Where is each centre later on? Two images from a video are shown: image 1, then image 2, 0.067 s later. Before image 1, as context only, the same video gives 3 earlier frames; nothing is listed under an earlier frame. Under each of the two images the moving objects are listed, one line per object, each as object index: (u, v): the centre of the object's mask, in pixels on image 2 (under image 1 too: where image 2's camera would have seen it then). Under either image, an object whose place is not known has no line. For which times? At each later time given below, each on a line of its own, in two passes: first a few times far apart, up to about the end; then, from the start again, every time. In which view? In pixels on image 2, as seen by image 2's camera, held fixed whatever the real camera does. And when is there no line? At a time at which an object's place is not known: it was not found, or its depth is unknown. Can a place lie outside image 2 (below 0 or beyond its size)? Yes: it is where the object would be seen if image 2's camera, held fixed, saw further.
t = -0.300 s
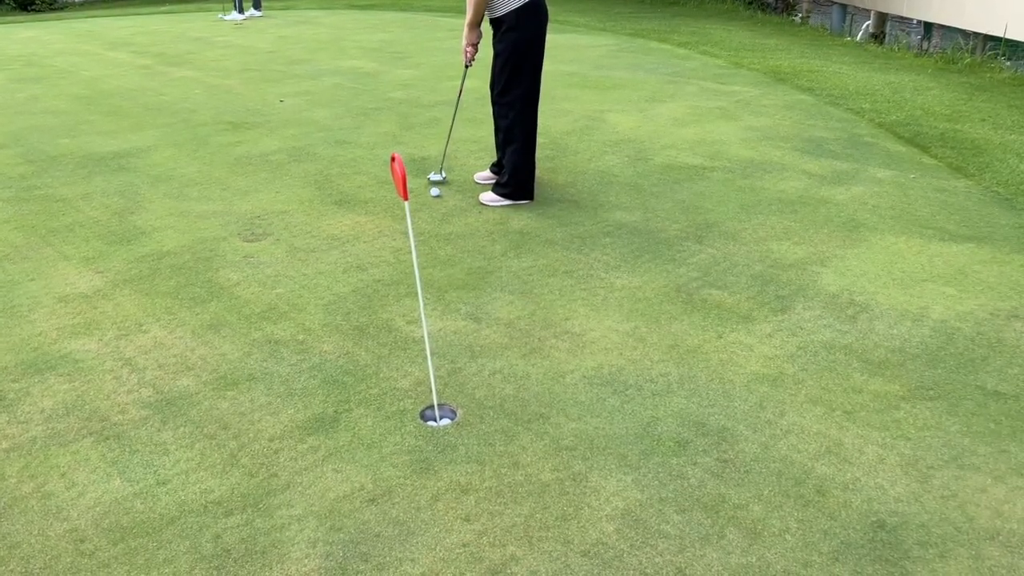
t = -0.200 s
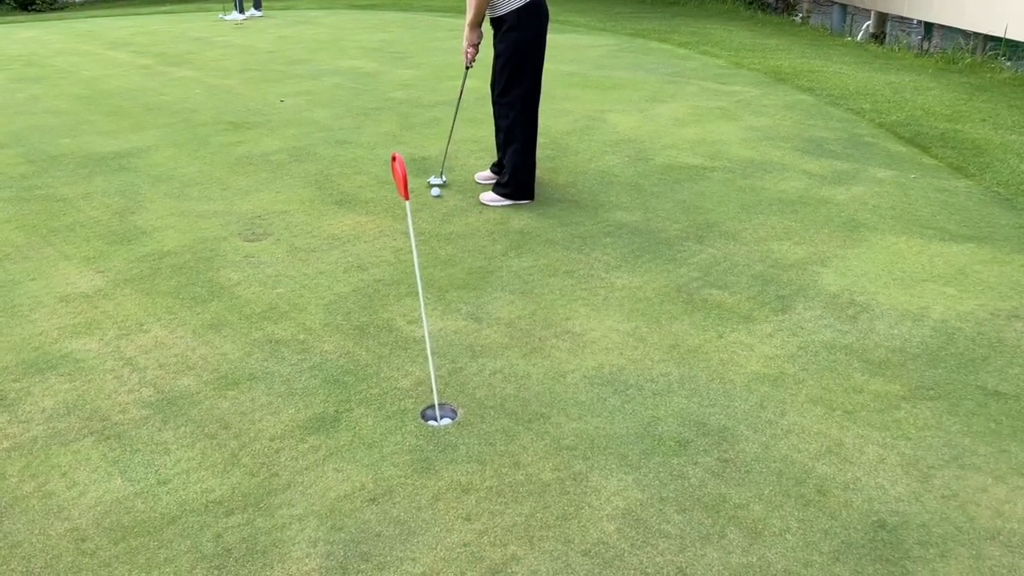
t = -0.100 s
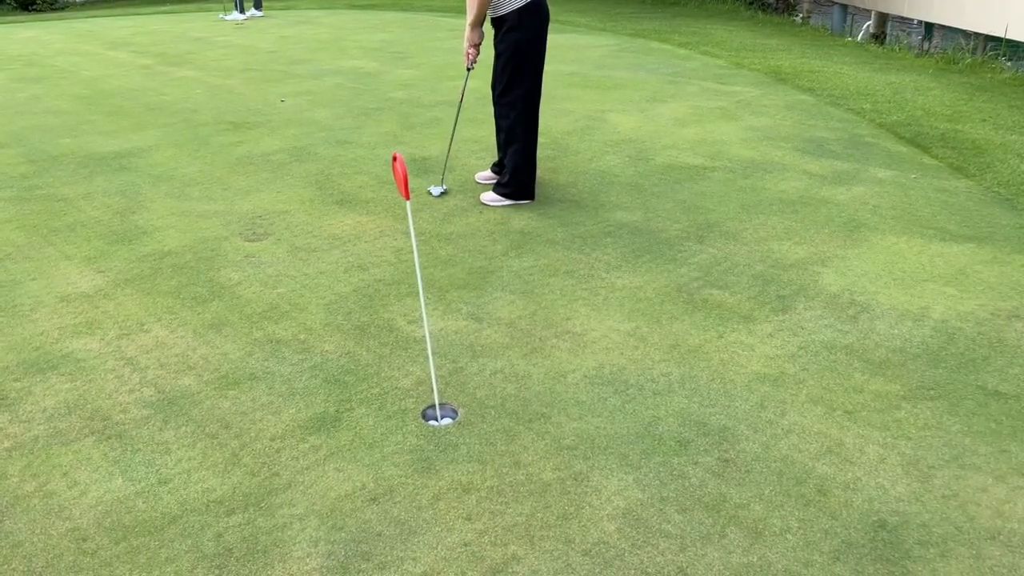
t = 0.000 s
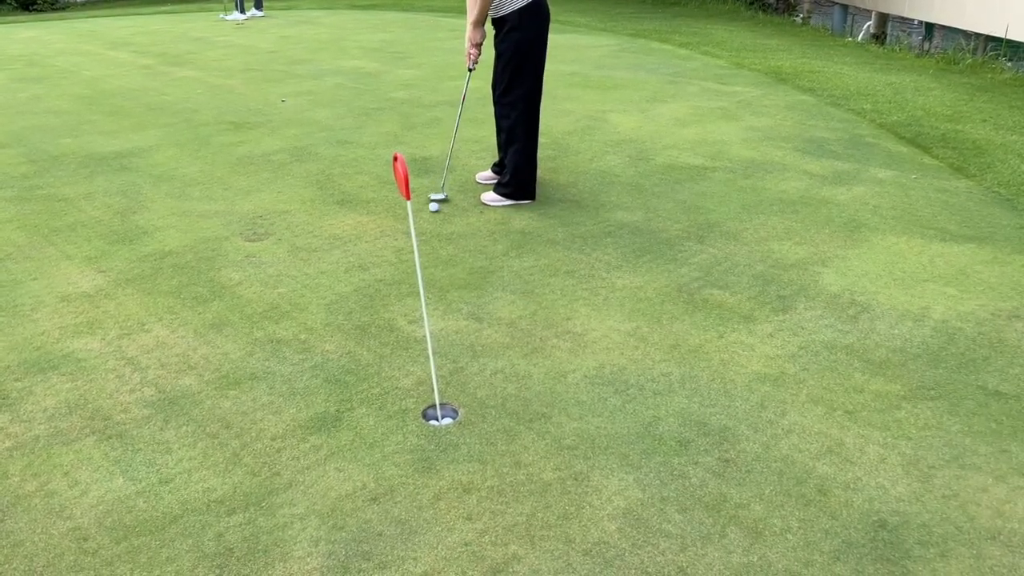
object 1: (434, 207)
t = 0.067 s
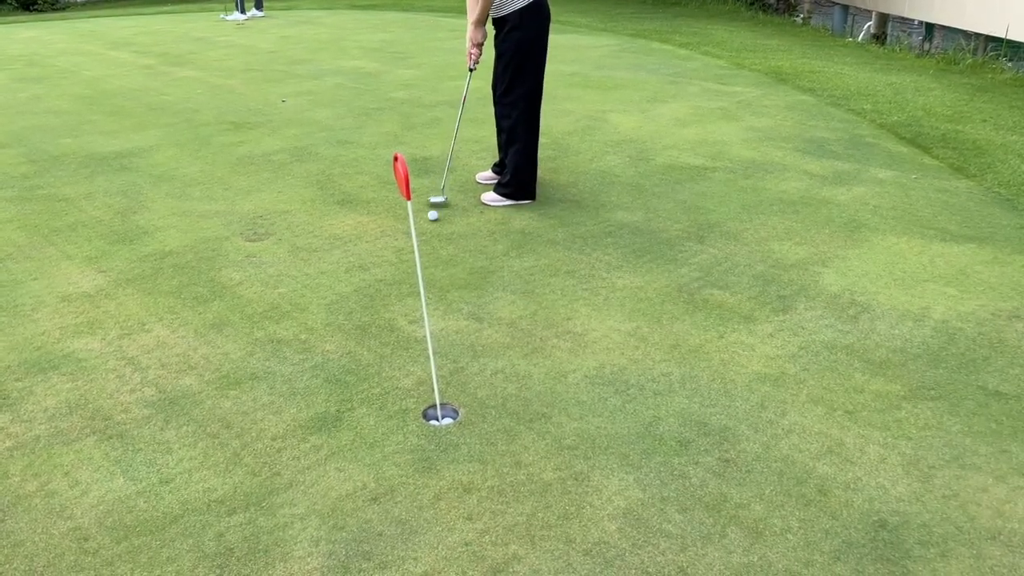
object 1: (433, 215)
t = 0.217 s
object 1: (431, 235)
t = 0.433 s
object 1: (428, 266)
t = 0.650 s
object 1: (428, 299)
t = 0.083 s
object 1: (432, 217)
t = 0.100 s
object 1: (432, 219)
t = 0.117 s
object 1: (432, 222)
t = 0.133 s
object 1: (432, 224)
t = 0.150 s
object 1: (431, 226)
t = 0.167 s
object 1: (431, 228)
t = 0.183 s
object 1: (431, 230)
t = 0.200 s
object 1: (431, 232)
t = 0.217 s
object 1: (431, 235)
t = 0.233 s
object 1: (430, 237)
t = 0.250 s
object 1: (430, 240)
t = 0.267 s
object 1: (430, 242)
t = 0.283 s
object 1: (430, 244)
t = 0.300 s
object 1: (429, 247)
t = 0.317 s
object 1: (429, 249)
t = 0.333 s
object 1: (429, 251)
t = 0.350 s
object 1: (429, 254)
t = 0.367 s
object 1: (429, 256)
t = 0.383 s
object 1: (429, 258)
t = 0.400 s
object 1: (429, 261)
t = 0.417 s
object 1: (428, 263)
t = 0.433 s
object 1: (428, 266)
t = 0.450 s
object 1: (428, 268)
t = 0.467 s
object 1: (428, 271)
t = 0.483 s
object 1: (428, 273)
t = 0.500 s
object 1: (428, 276)
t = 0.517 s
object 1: (428, 278)
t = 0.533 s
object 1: (428, 281)
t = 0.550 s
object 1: (428, 283)
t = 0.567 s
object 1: (428, 286)
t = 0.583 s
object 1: (428, 289)
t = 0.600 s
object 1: (428, 291)
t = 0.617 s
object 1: (428, 294)
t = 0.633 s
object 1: (428, 296)
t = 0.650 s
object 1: (428, 299)
